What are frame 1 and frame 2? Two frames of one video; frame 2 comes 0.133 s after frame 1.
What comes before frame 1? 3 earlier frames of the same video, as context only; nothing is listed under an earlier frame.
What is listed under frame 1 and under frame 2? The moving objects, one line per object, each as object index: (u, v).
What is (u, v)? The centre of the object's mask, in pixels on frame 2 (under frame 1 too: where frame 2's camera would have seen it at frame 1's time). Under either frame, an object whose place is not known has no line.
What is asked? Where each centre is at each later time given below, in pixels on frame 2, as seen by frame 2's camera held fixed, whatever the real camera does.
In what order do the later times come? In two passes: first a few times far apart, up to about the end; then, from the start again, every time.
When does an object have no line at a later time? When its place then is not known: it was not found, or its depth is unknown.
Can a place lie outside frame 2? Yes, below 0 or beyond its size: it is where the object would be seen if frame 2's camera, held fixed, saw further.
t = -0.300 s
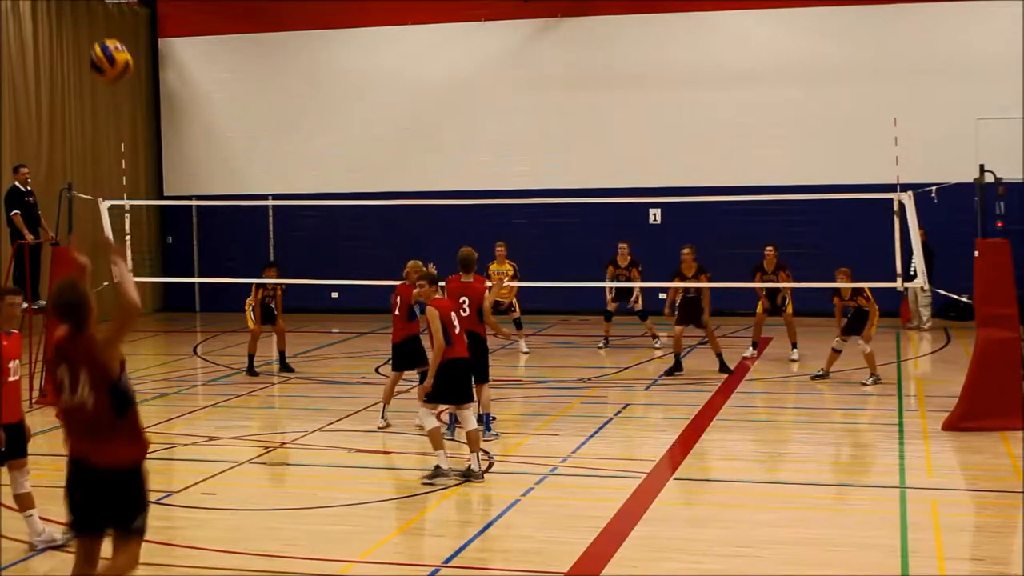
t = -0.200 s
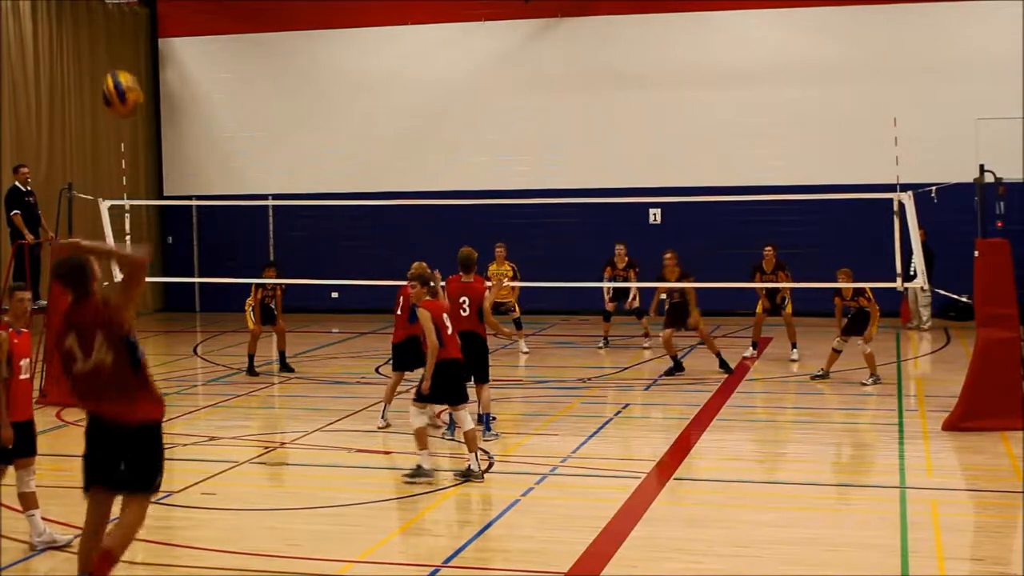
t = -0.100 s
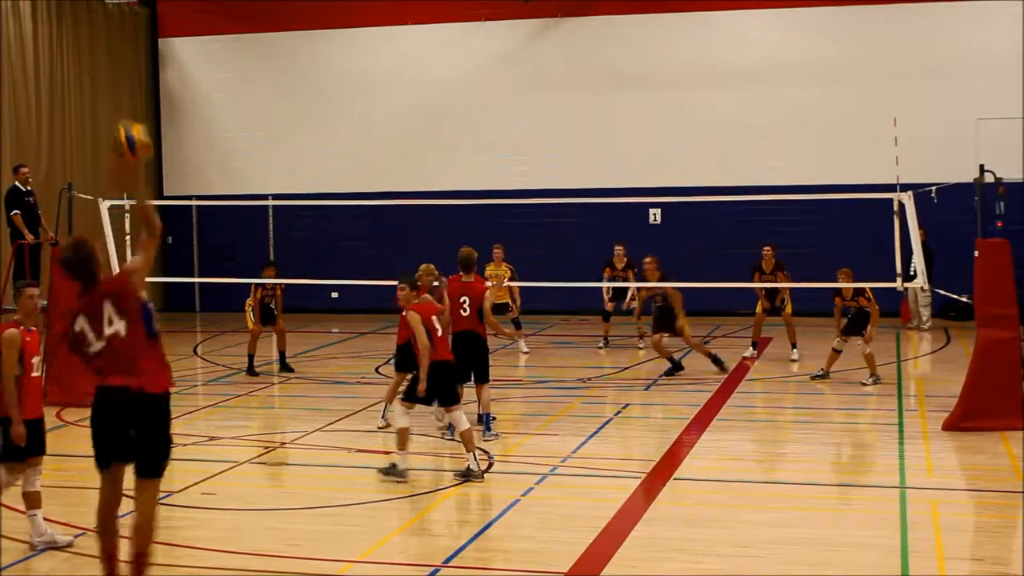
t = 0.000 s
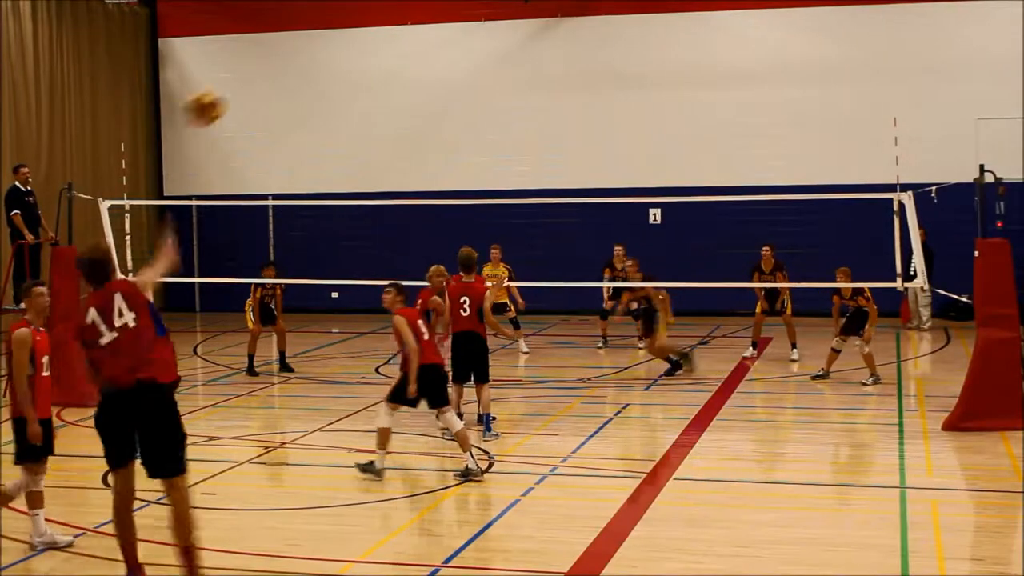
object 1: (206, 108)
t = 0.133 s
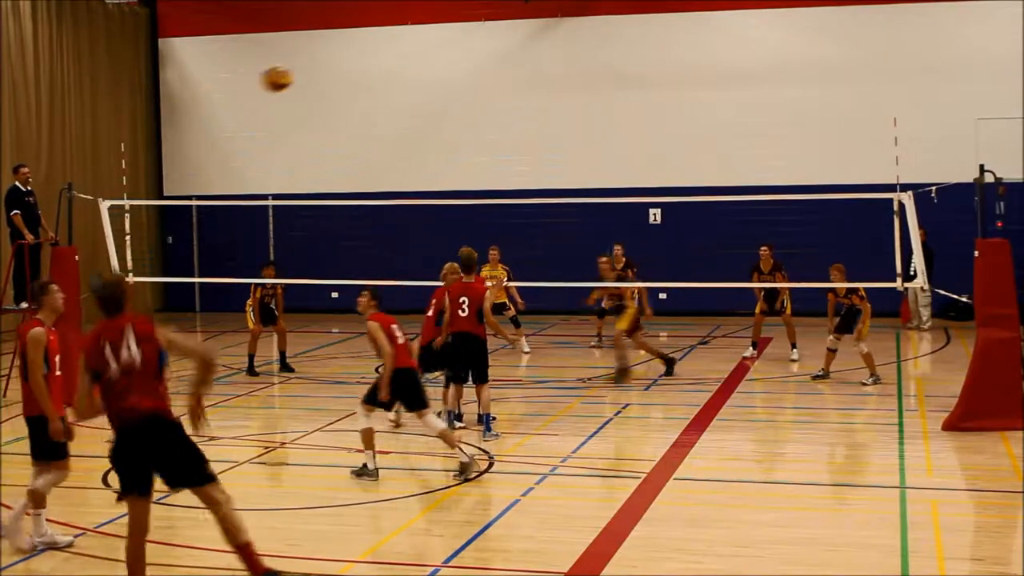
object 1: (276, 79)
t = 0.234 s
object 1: (314, 76)
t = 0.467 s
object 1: (377, 105)
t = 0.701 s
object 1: (427, 159)
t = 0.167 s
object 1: (290, 77)
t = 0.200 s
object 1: (302, 76)
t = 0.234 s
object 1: (314, 76)
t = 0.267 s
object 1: (324, 77)
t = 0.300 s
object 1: (335, 80)
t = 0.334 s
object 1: (343, 83)
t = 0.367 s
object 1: (352, 87)
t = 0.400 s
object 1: (361, 92)
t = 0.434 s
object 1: (369, 98)
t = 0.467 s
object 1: (377, 105)
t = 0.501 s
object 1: (385, 112)
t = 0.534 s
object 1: (392, 119)
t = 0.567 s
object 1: (399, 126)
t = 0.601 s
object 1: (406, 134)
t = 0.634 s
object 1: (413, 142)
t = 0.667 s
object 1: (420, 150)
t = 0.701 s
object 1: (427, 159)
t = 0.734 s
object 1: (433, 168)
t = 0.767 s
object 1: (440, 177)
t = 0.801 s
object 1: (445, 185)
